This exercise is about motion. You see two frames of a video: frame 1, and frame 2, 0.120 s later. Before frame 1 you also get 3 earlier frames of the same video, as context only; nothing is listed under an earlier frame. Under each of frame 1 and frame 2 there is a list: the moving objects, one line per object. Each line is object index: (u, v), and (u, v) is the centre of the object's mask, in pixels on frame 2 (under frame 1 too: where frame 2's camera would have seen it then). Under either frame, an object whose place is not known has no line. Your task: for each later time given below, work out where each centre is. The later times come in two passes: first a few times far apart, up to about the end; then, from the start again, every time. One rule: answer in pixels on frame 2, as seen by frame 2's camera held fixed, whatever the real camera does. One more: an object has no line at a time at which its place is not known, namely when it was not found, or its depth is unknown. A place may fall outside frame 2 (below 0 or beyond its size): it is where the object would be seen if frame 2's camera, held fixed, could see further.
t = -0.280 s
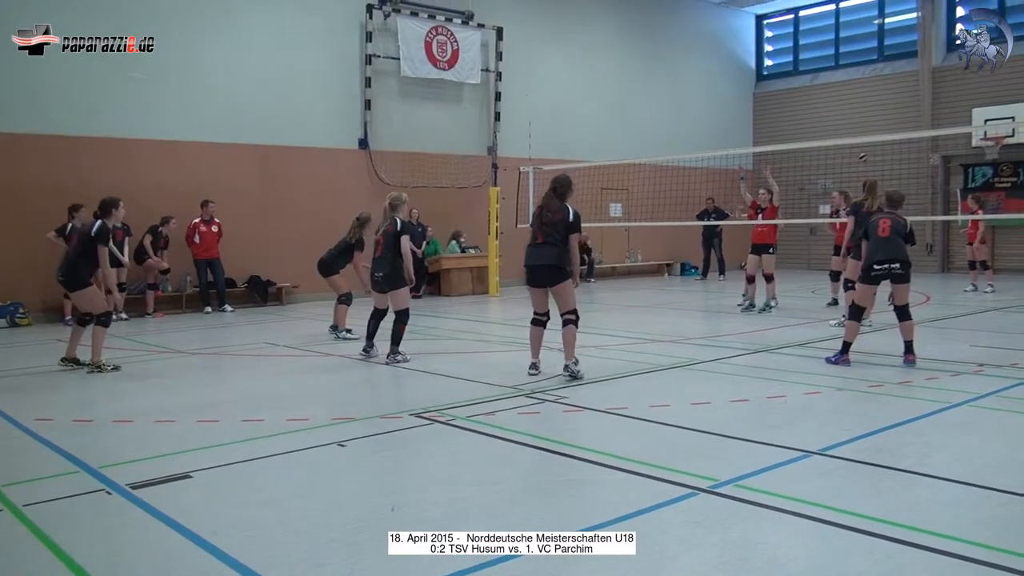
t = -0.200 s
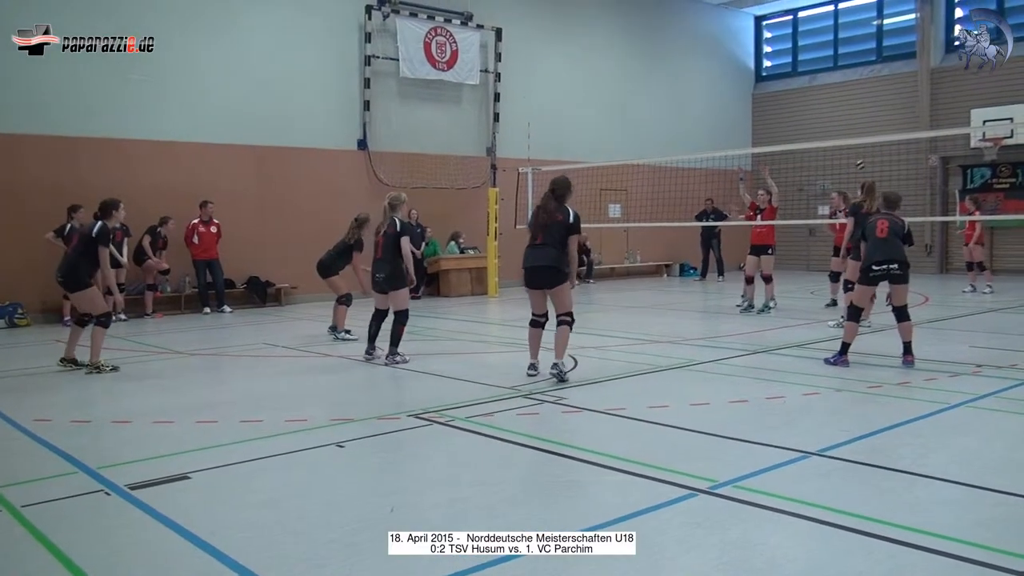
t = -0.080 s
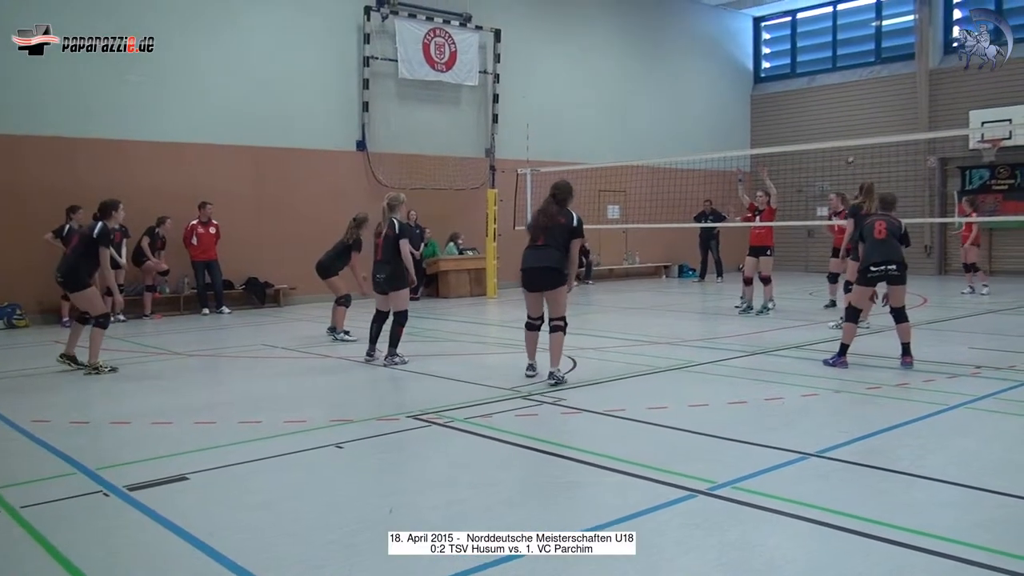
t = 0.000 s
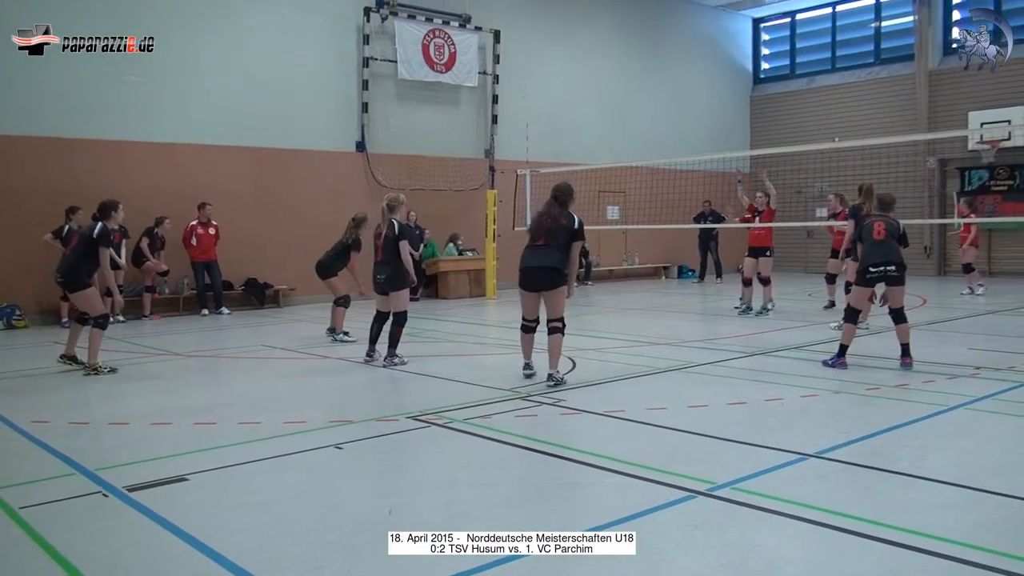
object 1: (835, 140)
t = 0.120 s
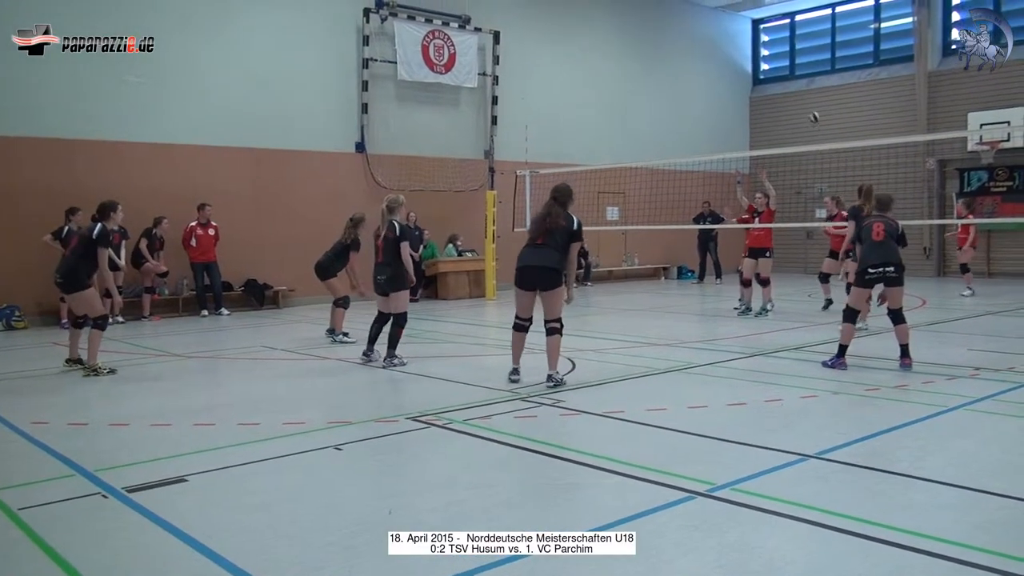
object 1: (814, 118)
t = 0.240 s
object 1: (787, 93)
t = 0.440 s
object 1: (726, 64)
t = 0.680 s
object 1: (624, 58)
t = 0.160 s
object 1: (806, 108)
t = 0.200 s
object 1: (797, 101)
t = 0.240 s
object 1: (787, 93)
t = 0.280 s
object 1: (778, 86)
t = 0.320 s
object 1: (766, 80)
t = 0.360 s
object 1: (754, 74)
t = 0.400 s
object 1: (739, 68)
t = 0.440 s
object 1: (726, 64)
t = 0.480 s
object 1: (711, 61)
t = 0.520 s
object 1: (695, 58)
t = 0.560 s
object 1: (679, 57)
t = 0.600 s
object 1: (662, 56)
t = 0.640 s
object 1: (643, 56)
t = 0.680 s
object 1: (624, 58)
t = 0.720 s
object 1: (604, 62)
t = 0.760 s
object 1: (582, 68)
